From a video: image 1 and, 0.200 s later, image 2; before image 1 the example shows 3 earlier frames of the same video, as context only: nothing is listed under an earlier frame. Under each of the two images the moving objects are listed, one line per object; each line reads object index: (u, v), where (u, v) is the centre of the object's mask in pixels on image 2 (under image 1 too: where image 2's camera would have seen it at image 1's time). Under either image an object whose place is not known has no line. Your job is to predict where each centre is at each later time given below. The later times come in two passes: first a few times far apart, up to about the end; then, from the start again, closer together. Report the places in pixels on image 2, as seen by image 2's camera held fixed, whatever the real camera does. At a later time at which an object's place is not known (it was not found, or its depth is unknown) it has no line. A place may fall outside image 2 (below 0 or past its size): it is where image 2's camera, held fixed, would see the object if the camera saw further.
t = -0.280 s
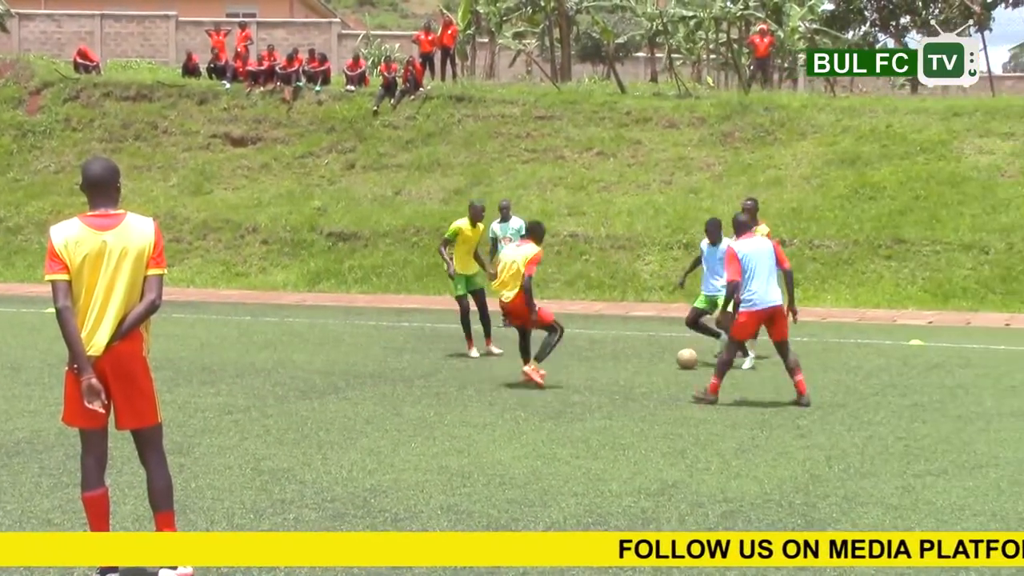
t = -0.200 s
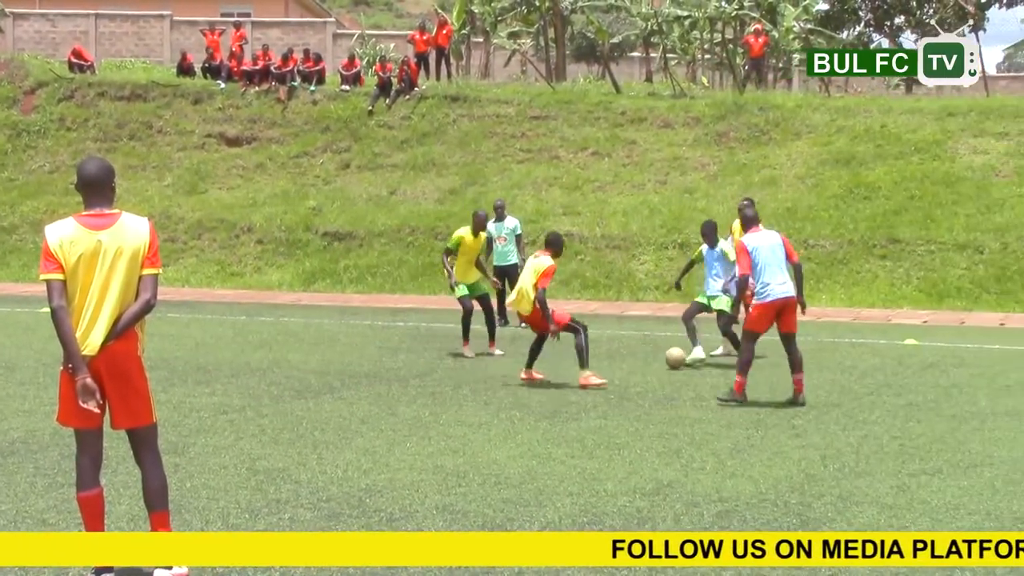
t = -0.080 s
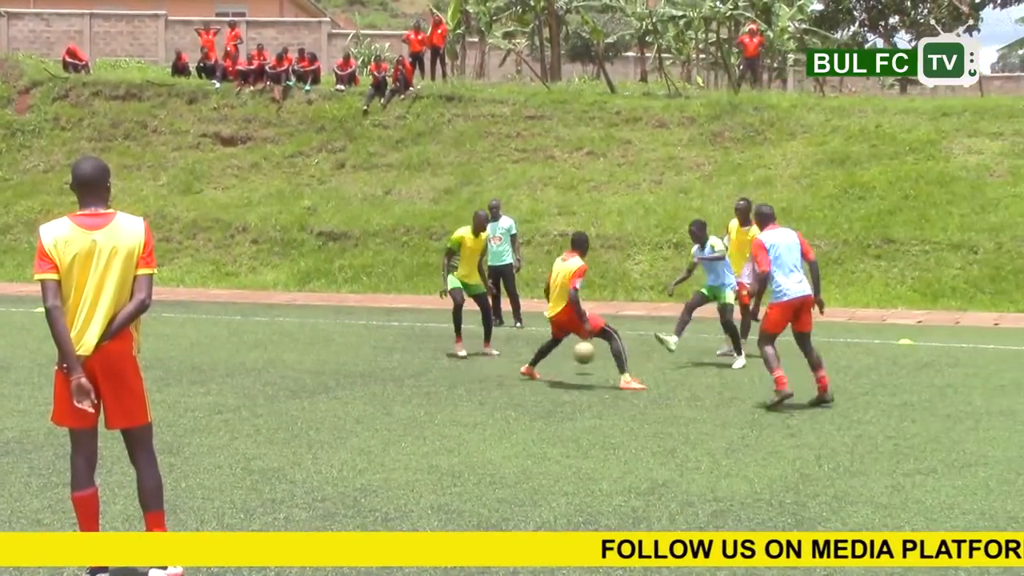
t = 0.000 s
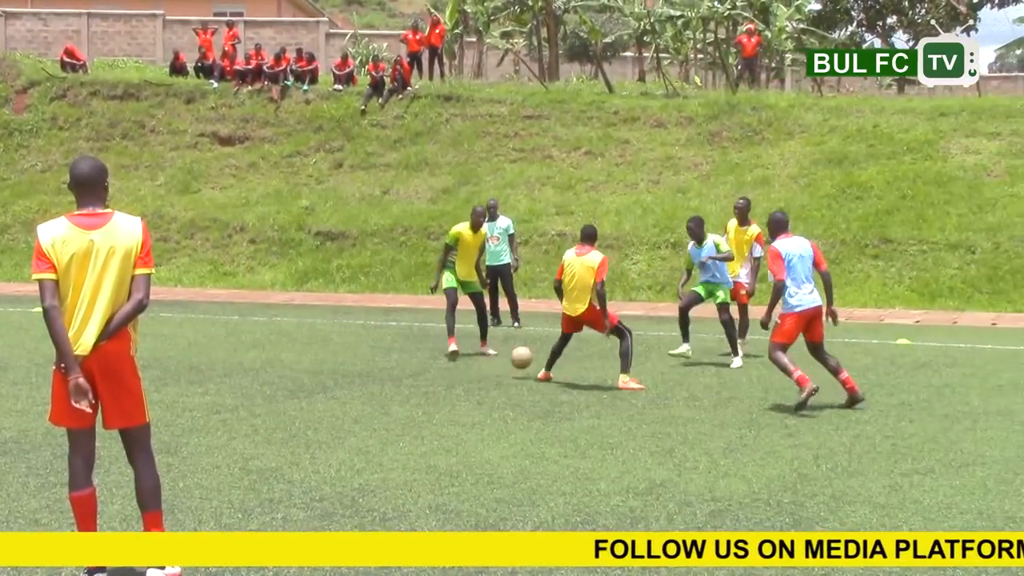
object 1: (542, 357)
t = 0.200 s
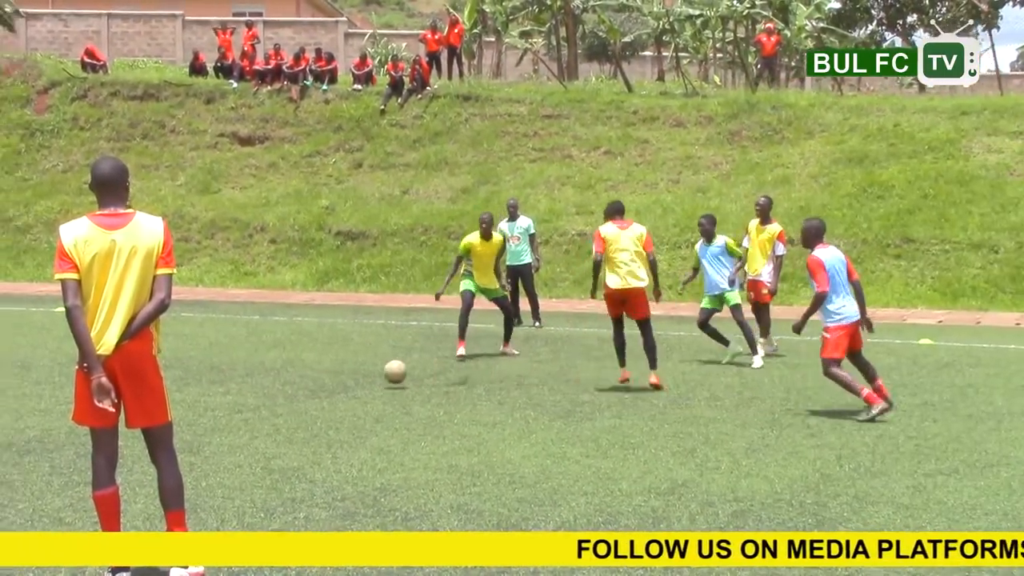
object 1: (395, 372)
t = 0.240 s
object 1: (367, 374)
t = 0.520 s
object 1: (193, 389)
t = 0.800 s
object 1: (56, 397)
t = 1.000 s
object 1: (-35, 407)
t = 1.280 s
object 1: (-171, 420)
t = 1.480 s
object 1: (-273, 429)
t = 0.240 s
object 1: (367, 374)
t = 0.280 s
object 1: (339, 378)
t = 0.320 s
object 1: (311, 383)
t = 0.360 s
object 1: (288, 381)
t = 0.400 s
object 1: (265, 380)
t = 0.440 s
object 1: (241, 381)
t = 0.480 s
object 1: (217, 384)
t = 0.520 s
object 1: (193, 389)
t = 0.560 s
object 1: (174, 389)
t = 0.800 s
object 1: (56, 397)
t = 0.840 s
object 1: (38, 398)
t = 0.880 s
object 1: (20, 402)
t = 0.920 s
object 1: (2, 404)
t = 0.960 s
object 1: (-17, 405)
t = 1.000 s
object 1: (-35, 407)
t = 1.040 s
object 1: (-54, 409)
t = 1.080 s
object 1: (-73, 410)
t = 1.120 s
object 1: (-92, 411)
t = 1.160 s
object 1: (-112, 415)
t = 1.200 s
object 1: (-132, 416)
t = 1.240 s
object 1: (-151, 418)
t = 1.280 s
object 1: (-171, 420)
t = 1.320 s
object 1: (-192, 422)
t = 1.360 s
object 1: (-212, 424)
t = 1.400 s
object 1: (-232, 426)
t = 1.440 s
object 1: (-252, 427)
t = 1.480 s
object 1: (-273, 429)
